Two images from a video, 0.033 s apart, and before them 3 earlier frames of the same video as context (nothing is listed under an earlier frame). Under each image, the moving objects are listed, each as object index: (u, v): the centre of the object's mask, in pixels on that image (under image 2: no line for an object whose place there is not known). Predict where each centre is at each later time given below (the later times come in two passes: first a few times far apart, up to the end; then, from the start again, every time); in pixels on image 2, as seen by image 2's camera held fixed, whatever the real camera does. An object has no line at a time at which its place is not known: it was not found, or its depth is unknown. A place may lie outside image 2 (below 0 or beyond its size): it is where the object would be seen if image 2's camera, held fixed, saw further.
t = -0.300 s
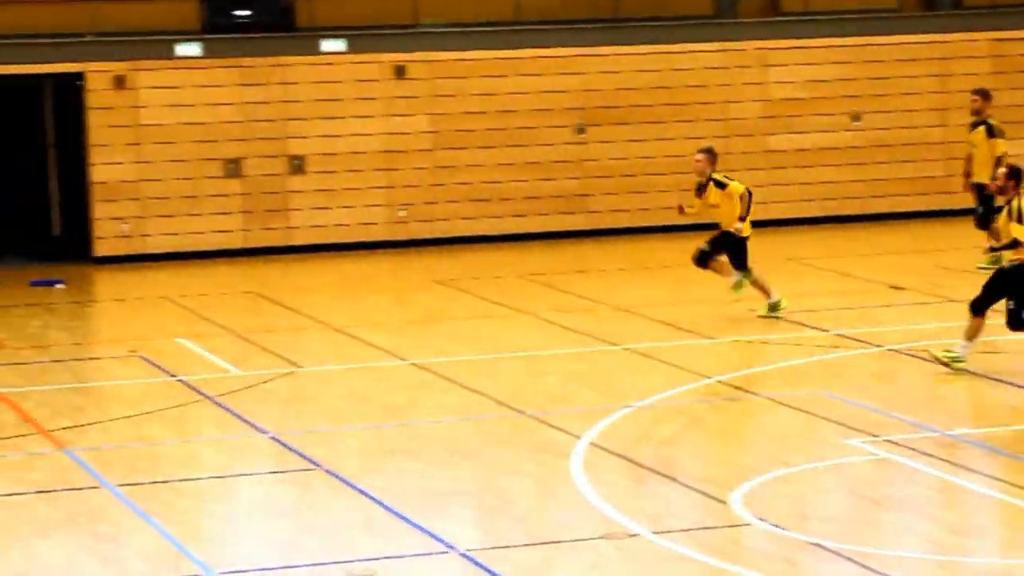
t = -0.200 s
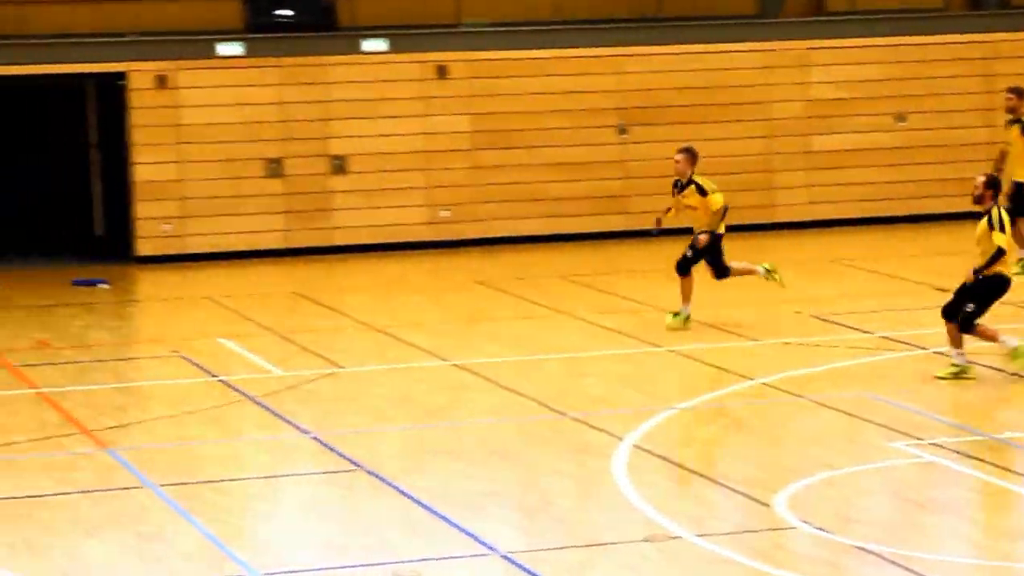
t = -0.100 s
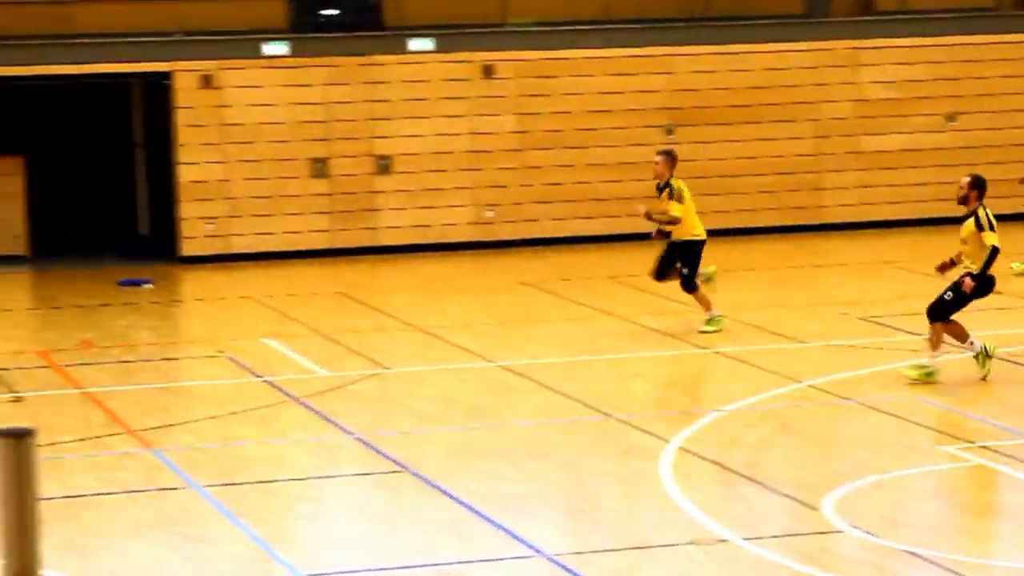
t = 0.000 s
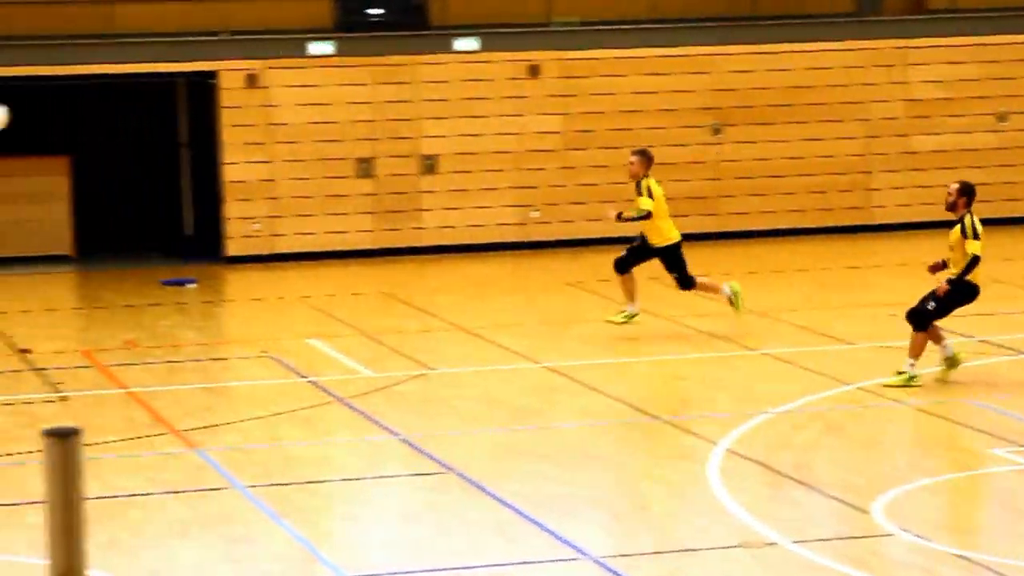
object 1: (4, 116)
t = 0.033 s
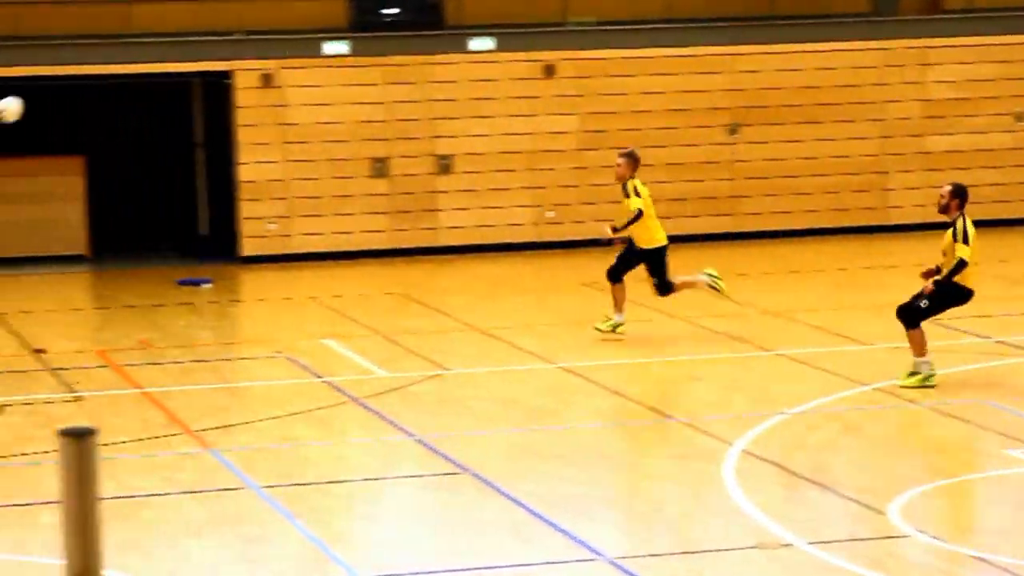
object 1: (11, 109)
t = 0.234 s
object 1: (2, 94)
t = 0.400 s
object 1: (0, 115)
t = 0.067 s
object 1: (8, 103)
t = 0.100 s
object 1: (7, 100)
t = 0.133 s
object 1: (6, 96)
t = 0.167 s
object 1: (5, 93)
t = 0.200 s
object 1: (4, 93)
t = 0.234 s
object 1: (2, 94)
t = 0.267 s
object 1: (2, 96)
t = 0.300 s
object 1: (2, 98)
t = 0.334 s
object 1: (1, 104)
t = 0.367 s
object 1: (0, 111)
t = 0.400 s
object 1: (0, 115)
